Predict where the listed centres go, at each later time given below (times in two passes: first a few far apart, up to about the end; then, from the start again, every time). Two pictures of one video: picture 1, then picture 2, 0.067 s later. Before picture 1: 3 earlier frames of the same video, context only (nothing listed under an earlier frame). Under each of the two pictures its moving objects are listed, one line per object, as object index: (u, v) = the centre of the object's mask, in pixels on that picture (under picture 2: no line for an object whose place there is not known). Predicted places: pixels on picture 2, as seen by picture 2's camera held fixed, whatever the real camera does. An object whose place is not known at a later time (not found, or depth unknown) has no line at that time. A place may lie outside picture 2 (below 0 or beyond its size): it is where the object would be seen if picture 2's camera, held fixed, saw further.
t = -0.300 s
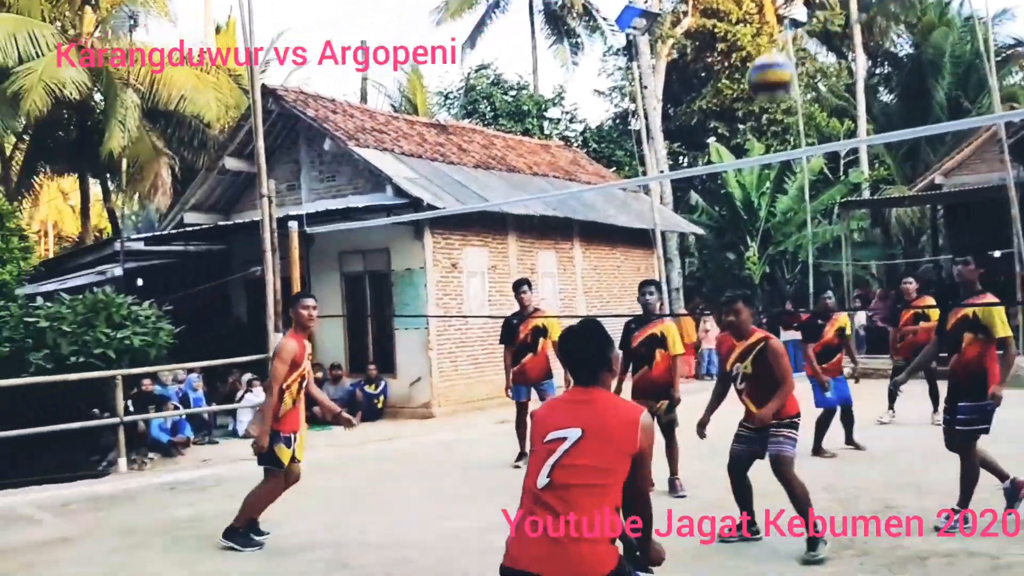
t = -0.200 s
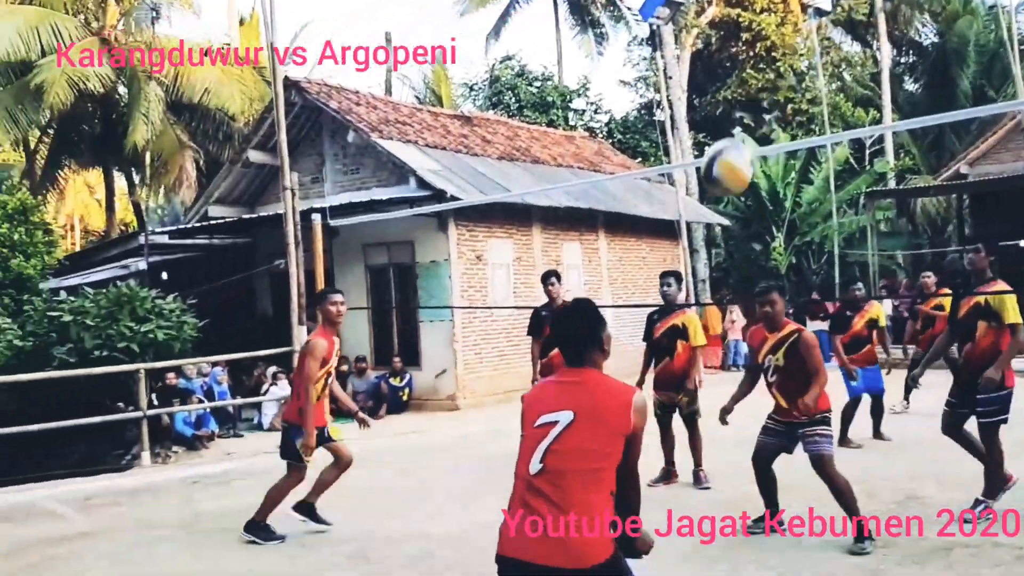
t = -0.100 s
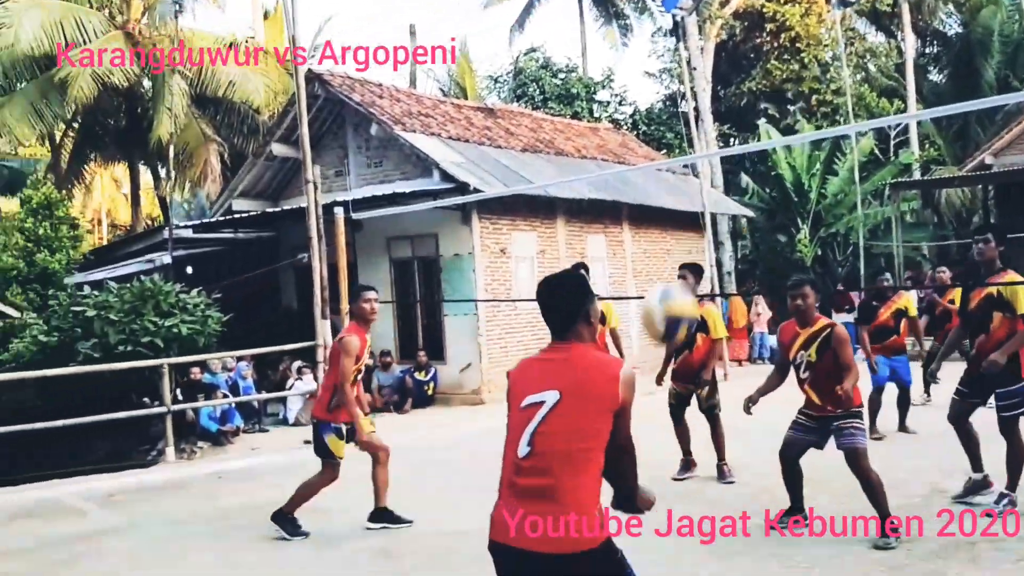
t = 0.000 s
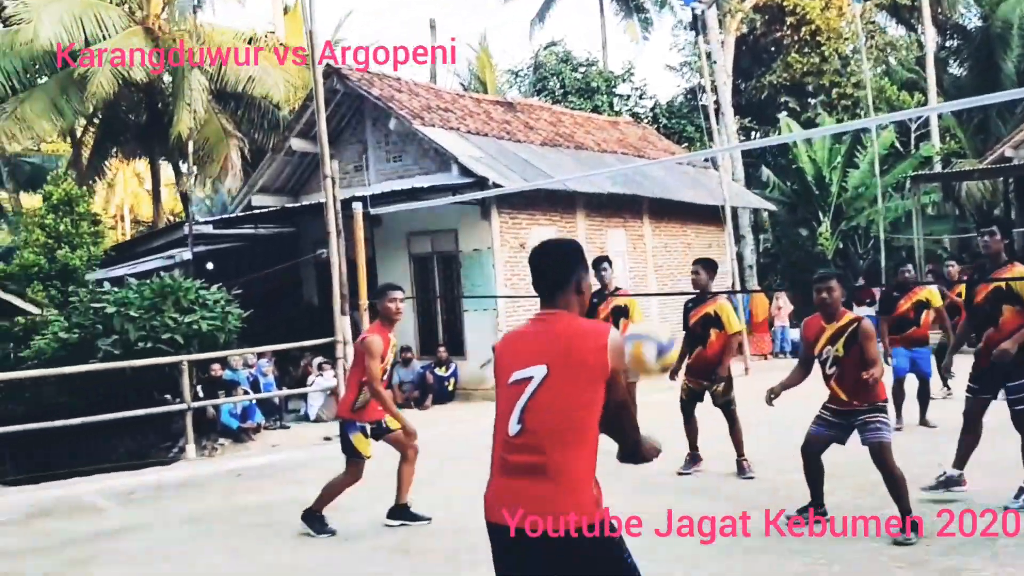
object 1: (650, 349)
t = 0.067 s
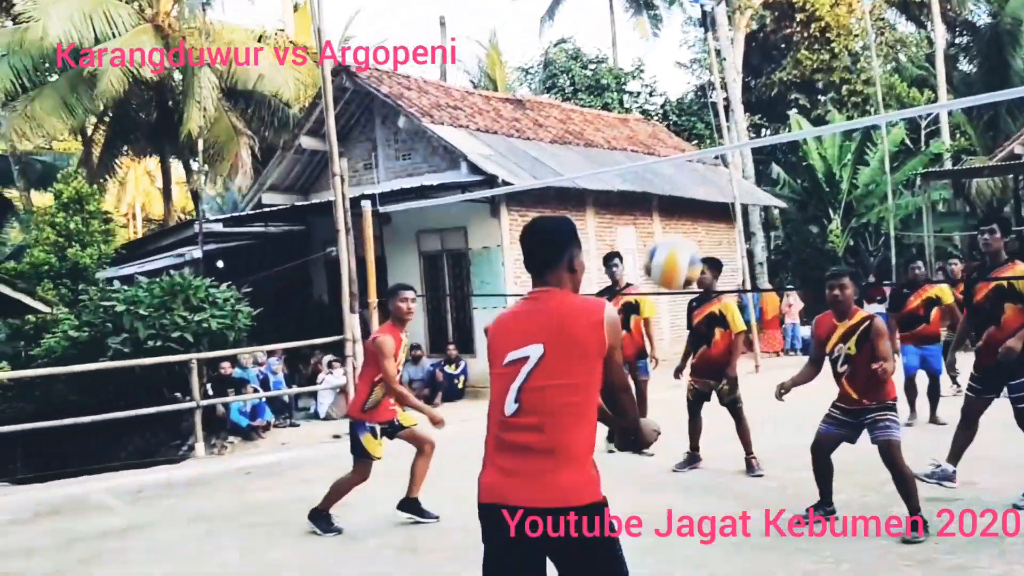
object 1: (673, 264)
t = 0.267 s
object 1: (714, 104)
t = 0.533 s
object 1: (770, 62)
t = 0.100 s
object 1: (680, 227)
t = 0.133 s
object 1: (688, 196)
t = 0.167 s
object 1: (695, 167)
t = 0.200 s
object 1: (703, 142)
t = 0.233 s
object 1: (708, 122)
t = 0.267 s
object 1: (714, 104)
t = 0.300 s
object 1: (722, 90)
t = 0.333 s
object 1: (730, 78)
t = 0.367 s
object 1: (737, 68)
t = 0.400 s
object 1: (744, 62)
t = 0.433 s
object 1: (750, 58)
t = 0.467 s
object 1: (758, 57)
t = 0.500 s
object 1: (764, 58)
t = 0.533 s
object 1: (770, 62)
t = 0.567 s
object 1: (777, 67)
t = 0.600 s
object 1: (784, 76)
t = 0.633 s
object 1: (790, 87)
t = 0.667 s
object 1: (799, 96)
